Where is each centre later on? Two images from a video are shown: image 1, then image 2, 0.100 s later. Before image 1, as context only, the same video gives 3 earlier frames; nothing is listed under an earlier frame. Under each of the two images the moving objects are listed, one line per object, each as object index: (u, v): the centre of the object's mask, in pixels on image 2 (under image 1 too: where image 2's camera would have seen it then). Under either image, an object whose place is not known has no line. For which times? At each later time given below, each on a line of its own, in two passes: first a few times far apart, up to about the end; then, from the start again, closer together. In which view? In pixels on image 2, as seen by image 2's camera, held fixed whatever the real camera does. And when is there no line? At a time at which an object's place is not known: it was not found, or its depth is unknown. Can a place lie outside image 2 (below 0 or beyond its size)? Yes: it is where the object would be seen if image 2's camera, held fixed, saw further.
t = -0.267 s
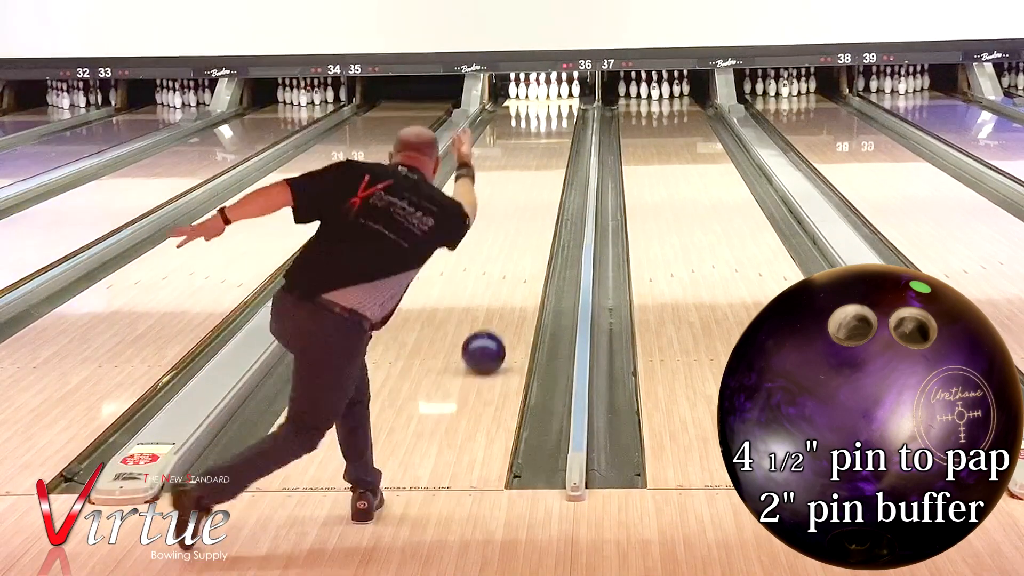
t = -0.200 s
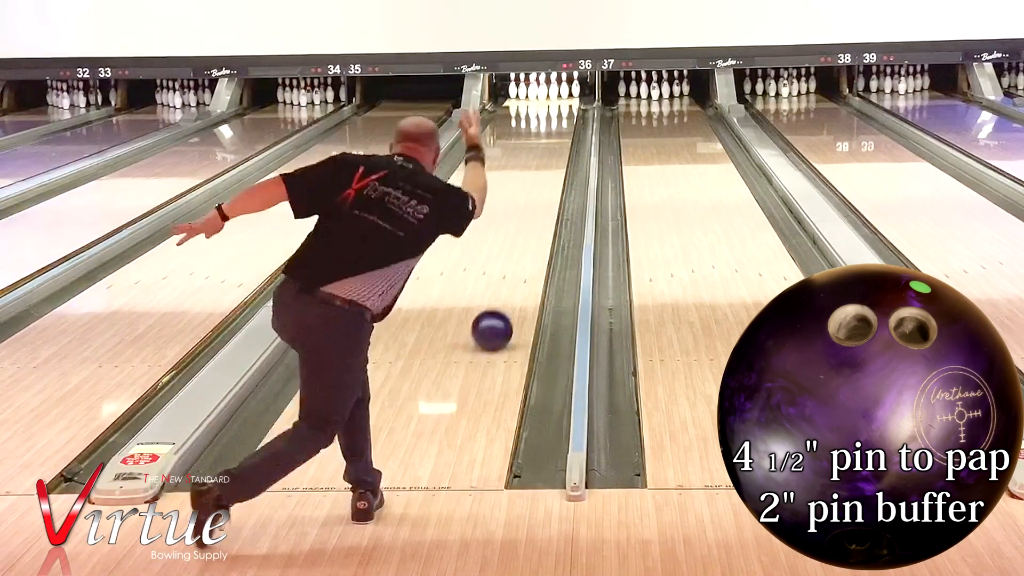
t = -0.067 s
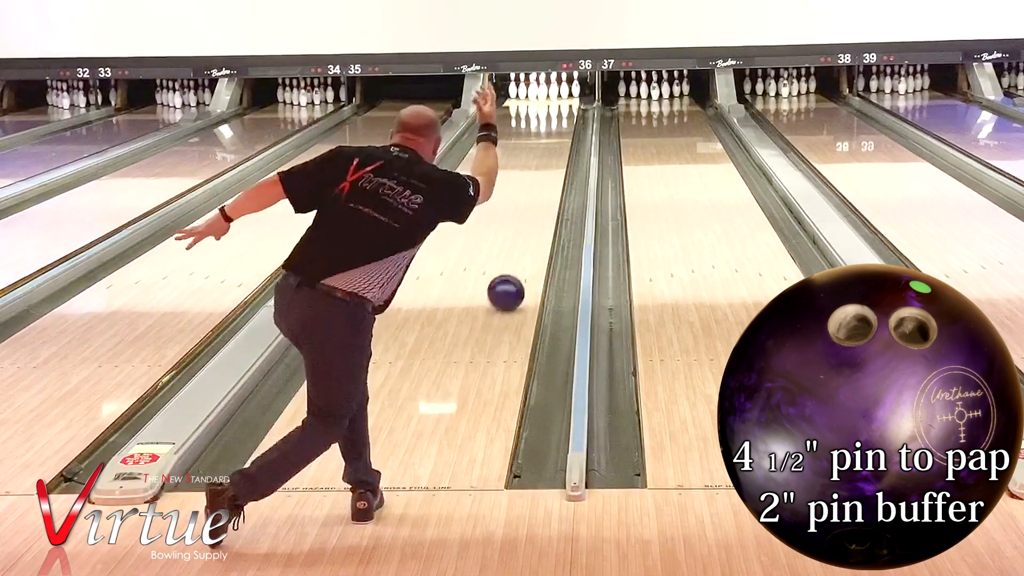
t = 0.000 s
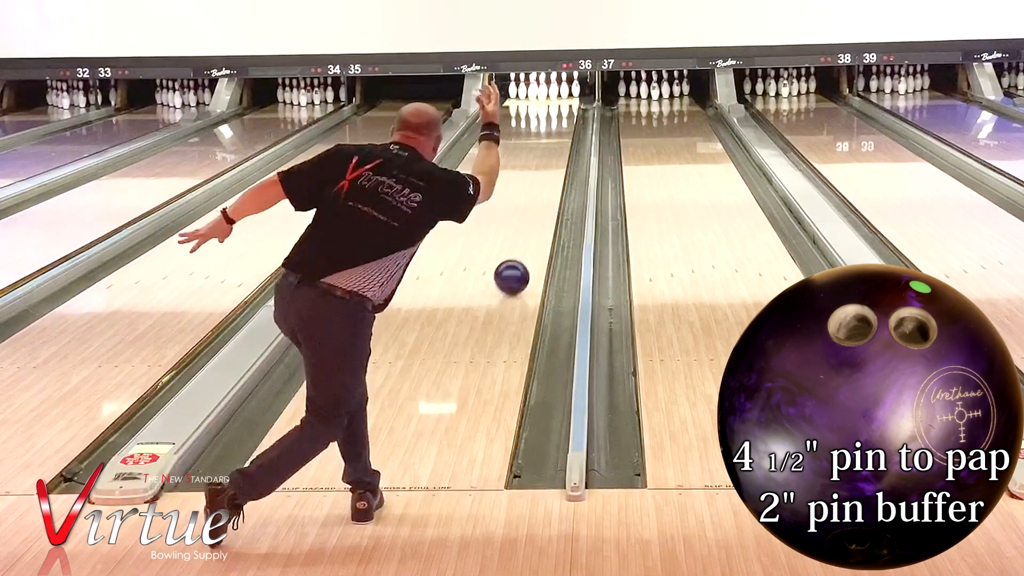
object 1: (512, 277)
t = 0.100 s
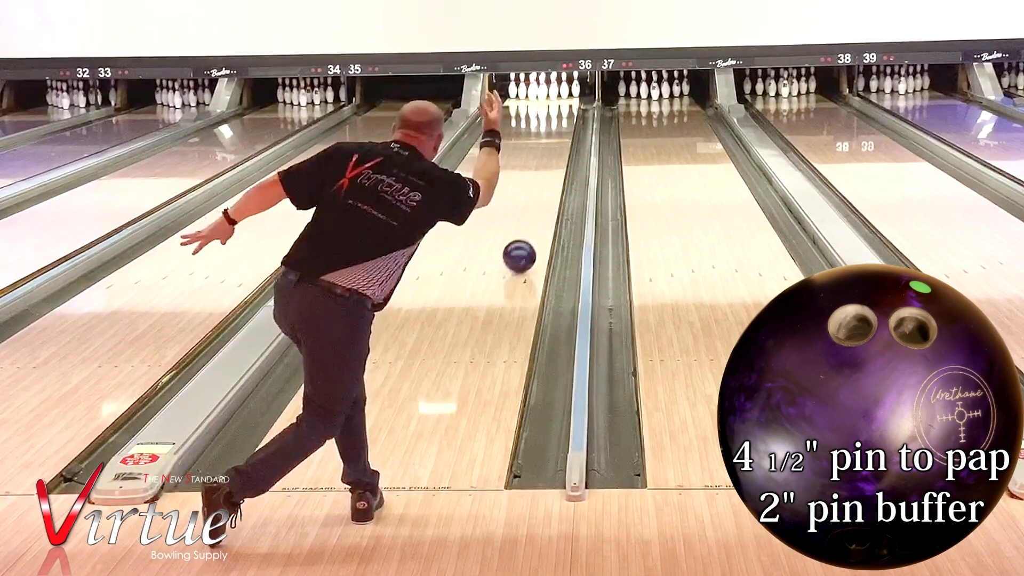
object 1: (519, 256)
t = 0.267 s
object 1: (530, 227)
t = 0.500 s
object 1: (541, 195)
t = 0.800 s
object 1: (550, 163)
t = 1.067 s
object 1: (555, 142)
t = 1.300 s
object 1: (558, 127)
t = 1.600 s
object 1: (557, 112)
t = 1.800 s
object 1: (555, 104)
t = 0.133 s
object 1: (521, 250)
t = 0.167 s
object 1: (524, 244)
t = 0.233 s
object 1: (528, 232)
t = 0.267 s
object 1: (530, 227)
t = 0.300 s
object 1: (532, 222)
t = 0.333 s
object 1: (533, 217)
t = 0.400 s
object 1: (536, 208)
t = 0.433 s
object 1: (538, 203)
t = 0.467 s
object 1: (539, 199)
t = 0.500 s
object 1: (541, 195)
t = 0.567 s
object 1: (543, 187)
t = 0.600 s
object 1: (544, 183)
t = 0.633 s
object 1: (545, 179)
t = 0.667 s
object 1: (546, 176)
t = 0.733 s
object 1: (549, 169)
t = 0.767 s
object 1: (549, 166)
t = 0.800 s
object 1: (550, 163)
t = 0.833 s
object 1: (551, 160)
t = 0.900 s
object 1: (553, 155)
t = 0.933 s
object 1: (553, 152)
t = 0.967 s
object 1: (554, 150)
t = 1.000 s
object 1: (554, 147)
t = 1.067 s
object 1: (555, 142)
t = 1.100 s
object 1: (556, 140)
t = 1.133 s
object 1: (556, 137)
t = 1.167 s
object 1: (556, 135)
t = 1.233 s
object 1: (557, 131)
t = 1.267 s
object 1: (558, 129)
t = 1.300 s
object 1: (558, 127)
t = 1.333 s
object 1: (558, 125)
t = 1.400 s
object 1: (558, 122)
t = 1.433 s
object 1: (558, 120)
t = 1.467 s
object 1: (558, 118)
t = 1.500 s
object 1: (558, 117)
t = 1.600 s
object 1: (557, 112)
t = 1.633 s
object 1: (557, 110)
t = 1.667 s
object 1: (556, 109)
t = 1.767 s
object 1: (555, 105)
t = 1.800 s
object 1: (555, 104)
